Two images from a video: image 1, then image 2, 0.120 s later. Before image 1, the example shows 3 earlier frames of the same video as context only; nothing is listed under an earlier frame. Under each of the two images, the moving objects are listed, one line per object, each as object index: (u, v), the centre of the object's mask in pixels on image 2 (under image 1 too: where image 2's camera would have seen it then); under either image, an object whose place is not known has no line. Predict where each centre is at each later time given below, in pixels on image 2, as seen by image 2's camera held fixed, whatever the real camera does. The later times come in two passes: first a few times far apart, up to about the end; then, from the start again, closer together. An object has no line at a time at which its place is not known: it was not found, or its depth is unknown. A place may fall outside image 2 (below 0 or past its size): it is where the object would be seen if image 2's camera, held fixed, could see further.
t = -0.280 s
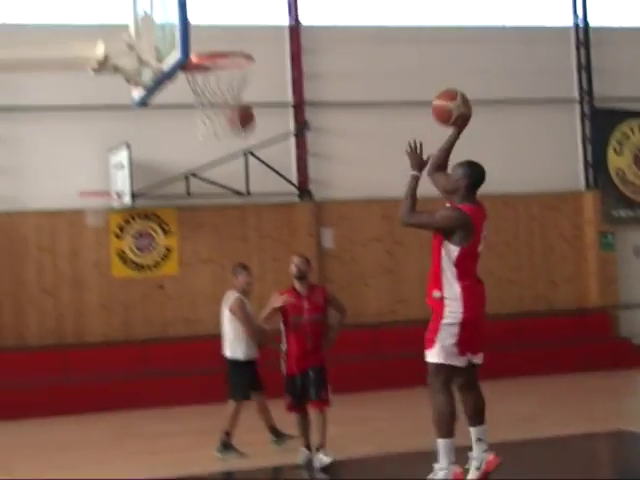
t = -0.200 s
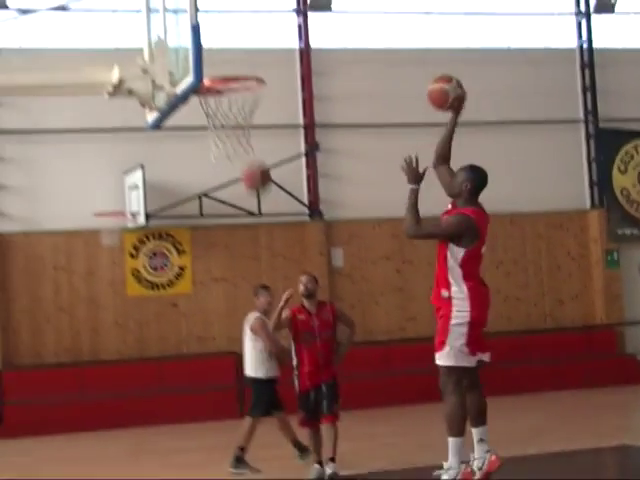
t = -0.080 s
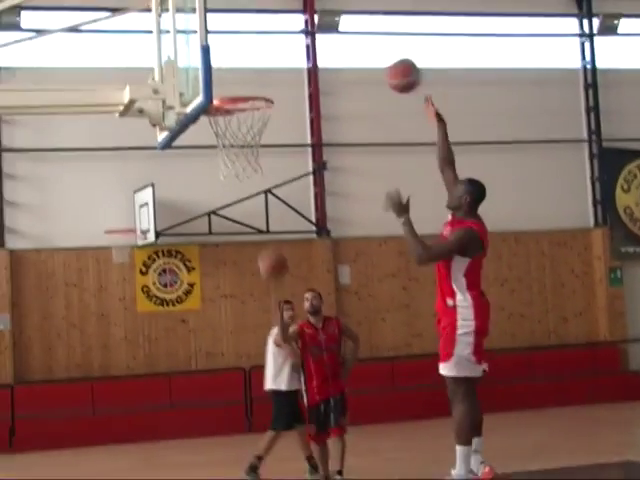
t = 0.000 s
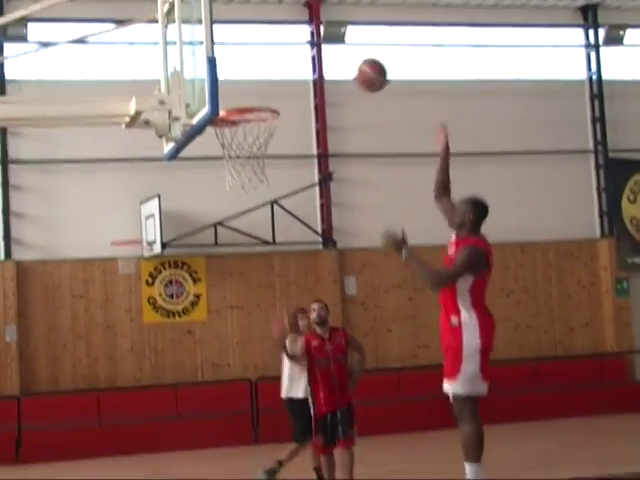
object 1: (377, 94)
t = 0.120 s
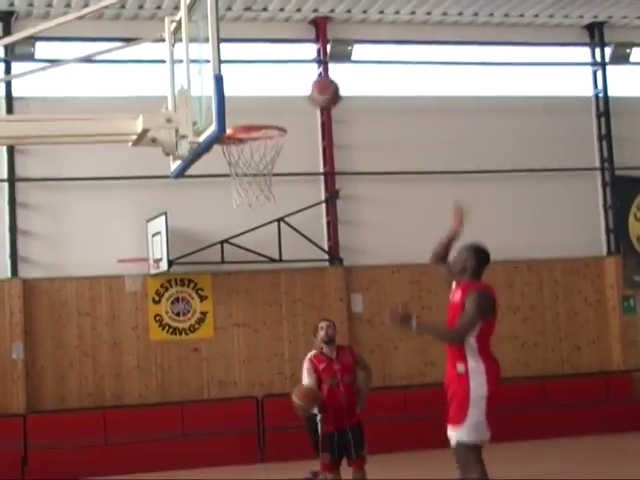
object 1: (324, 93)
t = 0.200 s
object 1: (290, 104)
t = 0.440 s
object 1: (257, 147)
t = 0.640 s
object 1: (287, 160)
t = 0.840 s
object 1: (300, 205)
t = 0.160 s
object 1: (307, 98)
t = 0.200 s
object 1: (290, 104)
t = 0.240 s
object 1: (274, 112)
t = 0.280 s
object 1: (261, 114)
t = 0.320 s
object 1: (247, 117)
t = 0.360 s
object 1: (237, 131)
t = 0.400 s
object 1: (247, 139)
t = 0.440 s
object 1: (257, 147)
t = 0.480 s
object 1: (268, 153)
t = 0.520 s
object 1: (275, 156)
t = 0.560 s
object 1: (280, 157)
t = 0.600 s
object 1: (284, 156)
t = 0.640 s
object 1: (287, 160)
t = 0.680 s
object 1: (289, 165)
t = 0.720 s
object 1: (292, 171)
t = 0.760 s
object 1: (295, 181)
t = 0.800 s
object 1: (297, 191)
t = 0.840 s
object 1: (300, 205)
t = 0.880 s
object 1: (303, 221)
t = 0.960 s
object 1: (311, 259)
